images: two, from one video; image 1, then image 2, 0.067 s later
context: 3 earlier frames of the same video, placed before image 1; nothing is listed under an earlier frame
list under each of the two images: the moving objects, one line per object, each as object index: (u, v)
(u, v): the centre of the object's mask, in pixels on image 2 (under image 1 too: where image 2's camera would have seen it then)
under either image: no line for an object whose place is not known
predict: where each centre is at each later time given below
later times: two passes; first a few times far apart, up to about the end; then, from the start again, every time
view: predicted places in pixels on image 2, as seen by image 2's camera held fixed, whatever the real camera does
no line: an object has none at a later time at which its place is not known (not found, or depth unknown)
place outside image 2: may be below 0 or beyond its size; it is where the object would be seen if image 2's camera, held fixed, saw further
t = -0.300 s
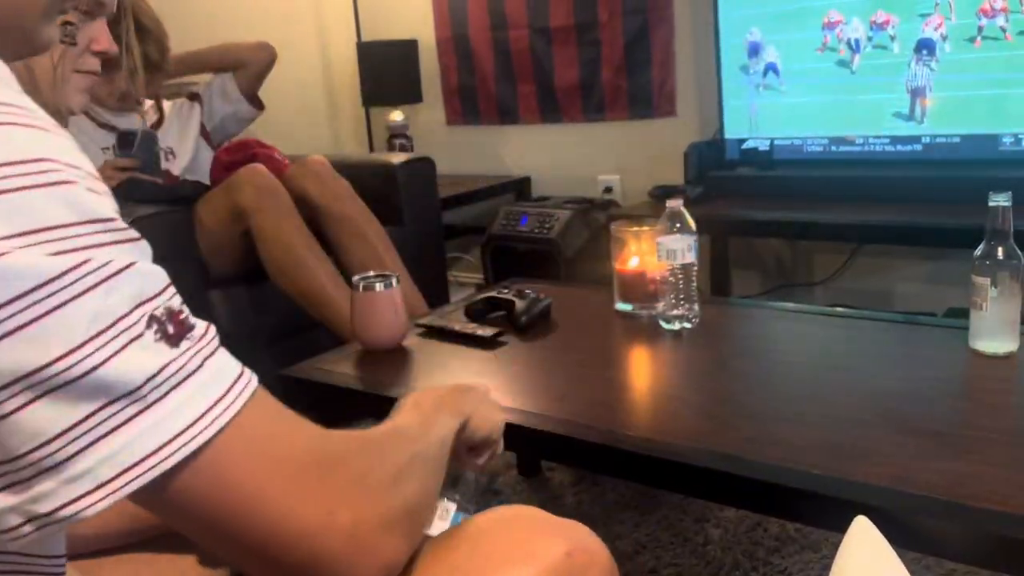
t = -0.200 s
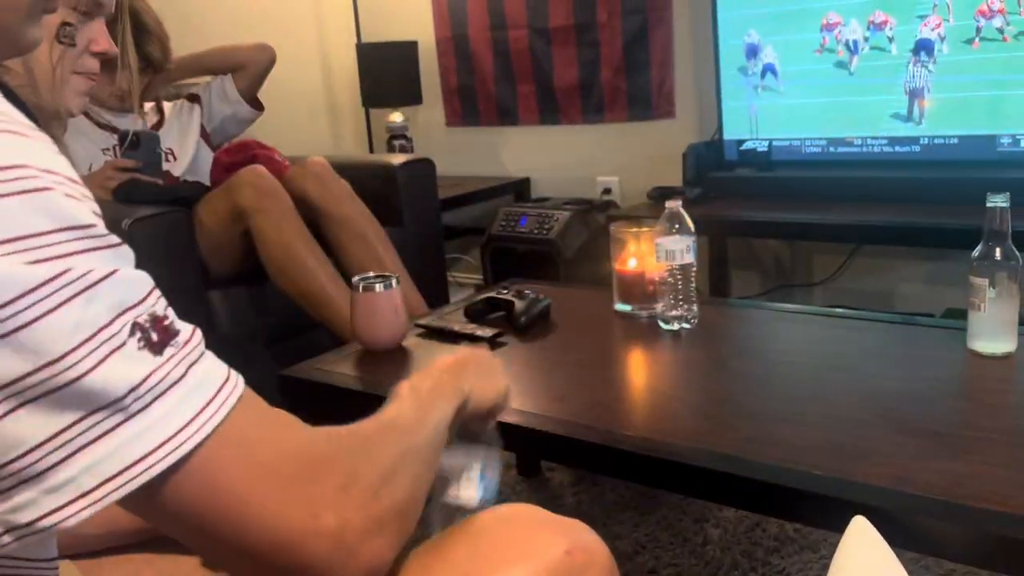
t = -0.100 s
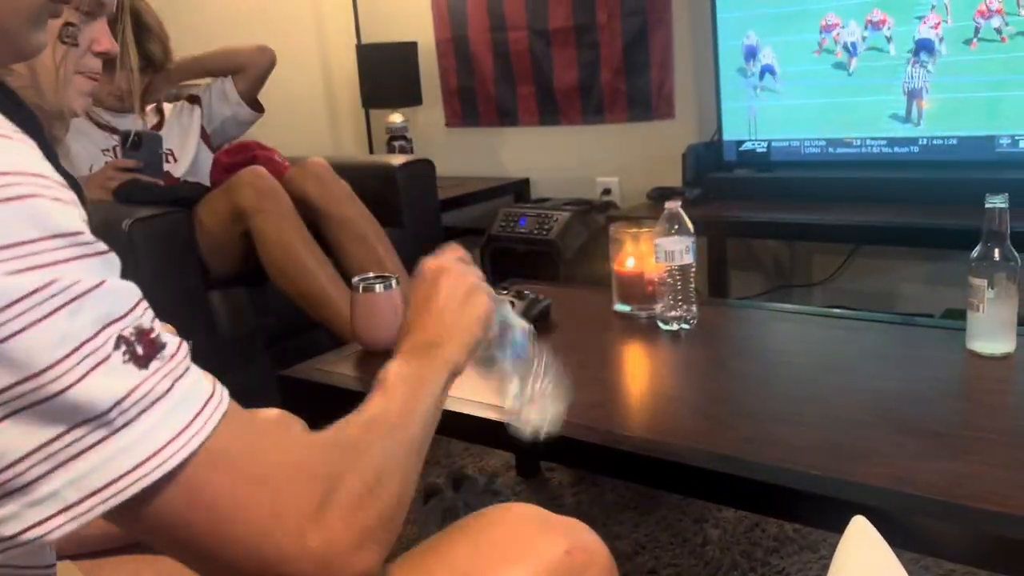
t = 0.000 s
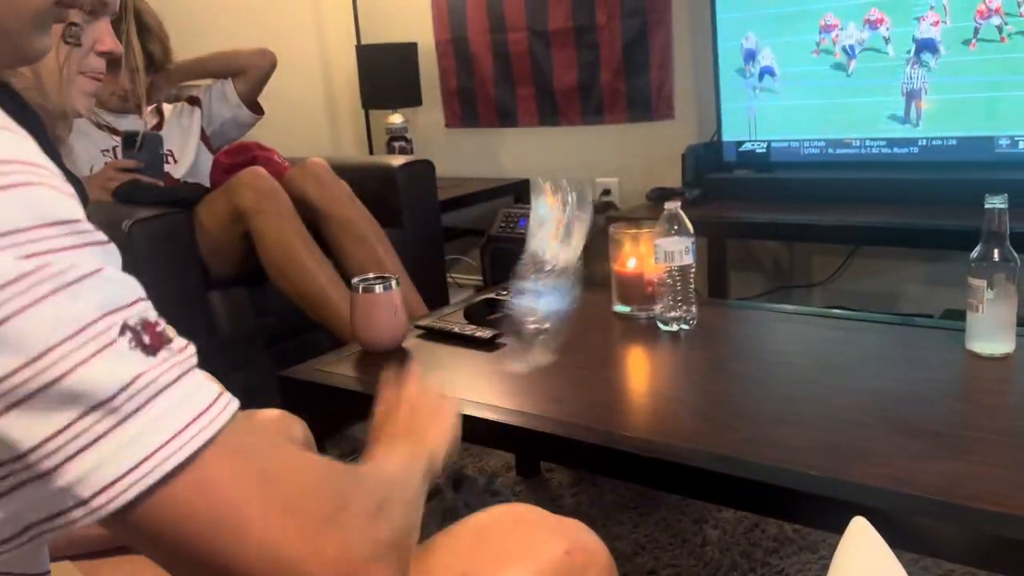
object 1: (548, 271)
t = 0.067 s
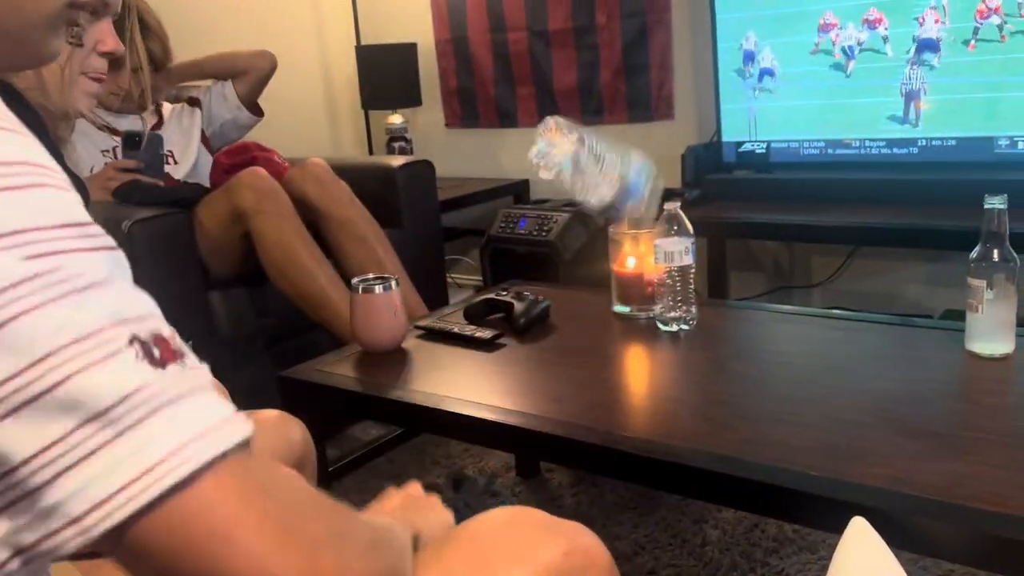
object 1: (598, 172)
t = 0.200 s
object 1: (620, 131)
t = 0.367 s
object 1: (654, 310)
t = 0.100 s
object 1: (601, 136)
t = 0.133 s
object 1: (607, 122)
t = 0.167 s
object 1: (613, 121)
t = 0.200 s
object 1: (620, 131)
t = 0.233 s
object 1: (627, 148)
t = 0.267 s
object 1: (634, 174)
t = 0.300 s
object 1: (641, 212)
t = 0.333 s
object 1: (648, 257)
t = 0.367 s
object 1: (654, 310)
